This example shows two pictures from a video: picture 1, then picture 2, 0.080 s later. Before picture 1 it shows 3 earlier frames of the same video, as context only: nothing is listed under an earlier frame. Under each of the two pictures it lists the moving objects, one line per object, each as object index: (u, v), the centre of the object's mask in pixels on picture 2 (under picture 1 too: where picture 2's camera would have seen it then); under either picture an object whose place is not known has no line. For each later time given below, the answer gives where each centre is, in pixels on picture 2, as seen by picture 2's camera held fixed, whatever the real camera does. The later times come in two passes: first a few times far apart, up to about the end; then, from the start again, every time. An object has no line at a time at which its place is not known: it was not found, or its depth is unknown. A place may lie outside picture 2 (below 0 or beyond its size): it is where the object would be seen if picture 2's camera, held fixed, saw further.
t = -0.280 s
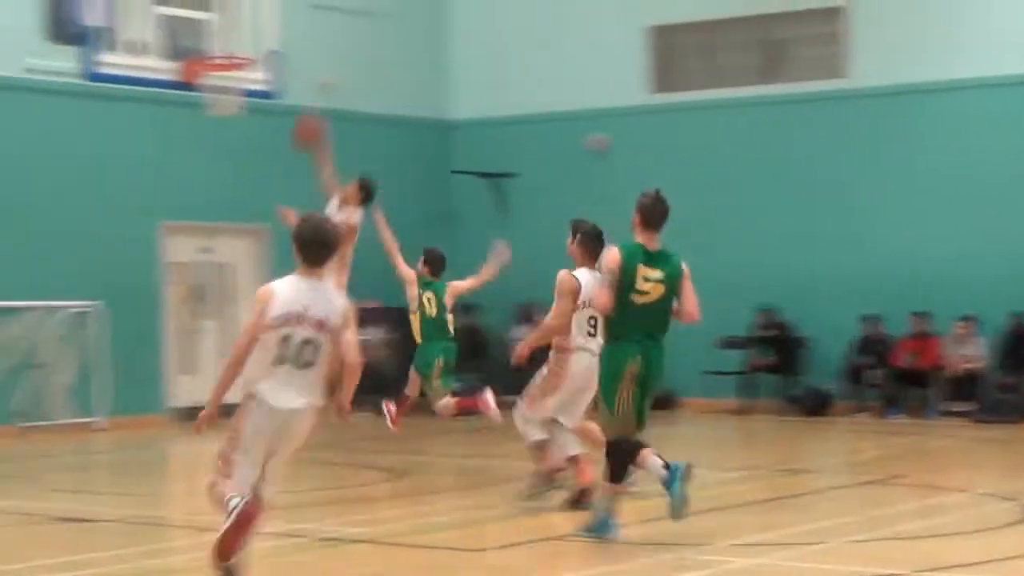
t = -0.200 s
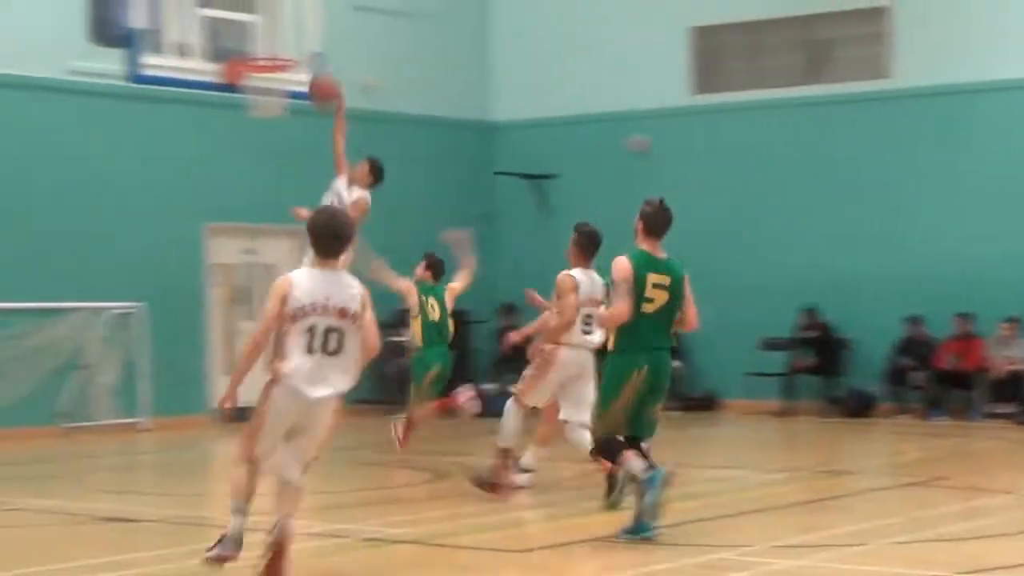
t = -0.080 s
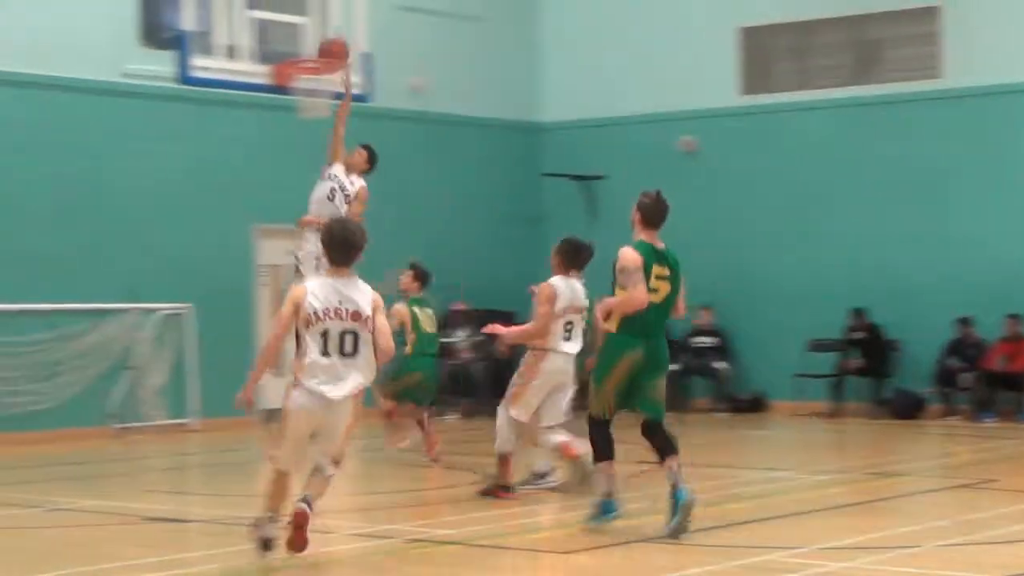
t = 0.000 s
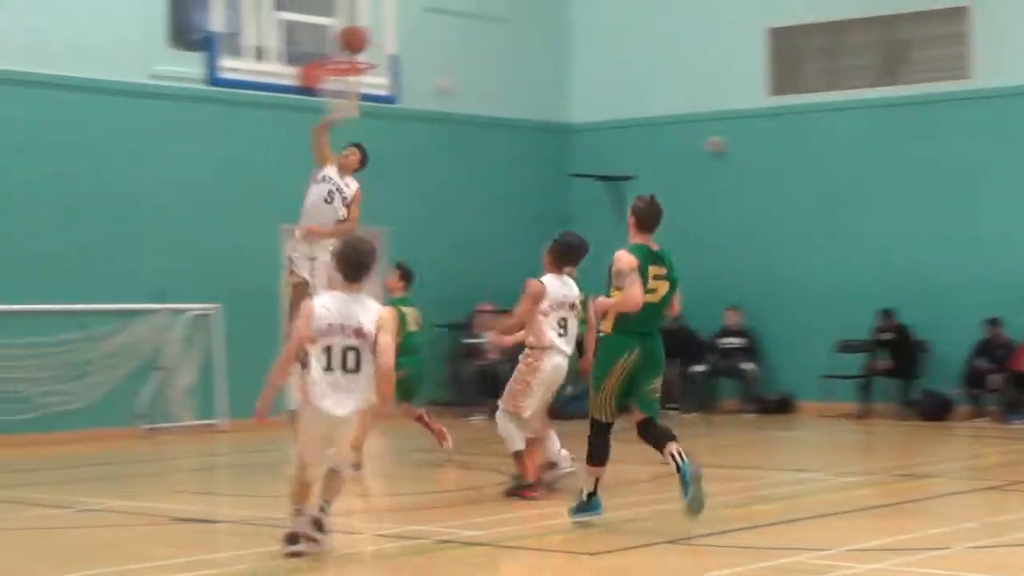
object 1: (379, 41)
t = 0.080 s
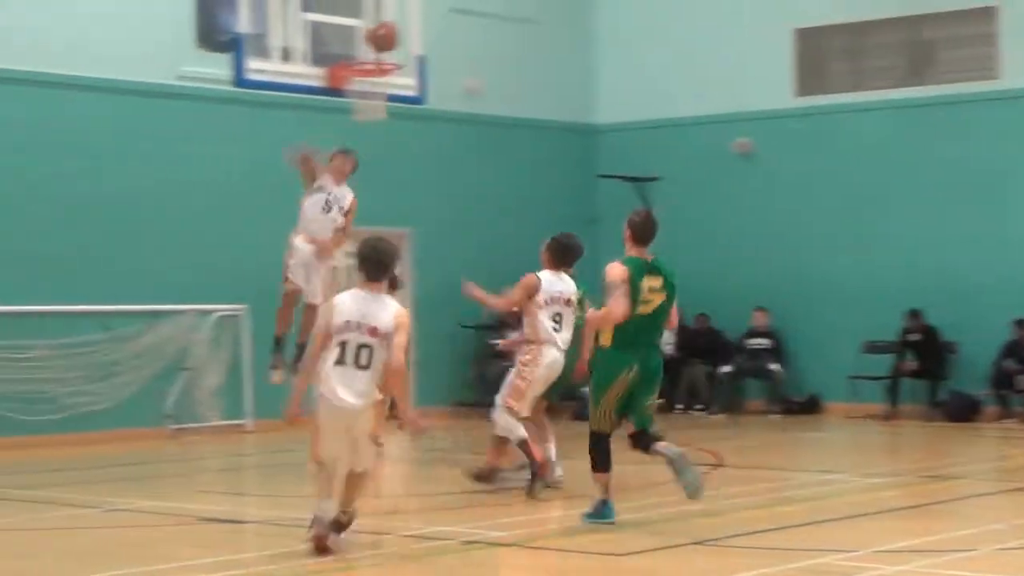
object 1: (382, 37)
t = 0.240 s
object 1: (392, 51)
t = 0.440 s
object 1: (363, 75)
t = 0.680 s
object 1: (358, 112)
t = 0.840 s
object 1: (373, 159)
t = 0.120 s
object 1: (385, 37)
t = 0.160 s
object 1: (388, 40)
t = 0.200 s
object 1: (390, 46)
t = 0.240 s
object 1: (392, 51)
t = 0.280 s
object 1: (388, 51)
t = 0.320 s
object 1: (380, 50)
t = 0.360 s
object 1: (373, 54)
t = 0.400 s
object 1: (368, 65)
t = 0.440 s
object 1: (363, 75)
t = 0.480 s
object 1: (357, 79)
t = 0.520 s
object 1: (353, 87)
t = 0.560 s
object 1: (354, 95)
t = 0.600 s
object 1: (353, 99)
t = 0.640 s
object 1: (355, 114)
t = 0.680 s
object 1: (358, 112)
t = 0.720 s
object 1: (362, 123)
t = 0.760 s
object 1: (366, 131)
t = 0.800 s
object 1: (369, 144)
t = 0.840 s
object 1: (373, 159)
